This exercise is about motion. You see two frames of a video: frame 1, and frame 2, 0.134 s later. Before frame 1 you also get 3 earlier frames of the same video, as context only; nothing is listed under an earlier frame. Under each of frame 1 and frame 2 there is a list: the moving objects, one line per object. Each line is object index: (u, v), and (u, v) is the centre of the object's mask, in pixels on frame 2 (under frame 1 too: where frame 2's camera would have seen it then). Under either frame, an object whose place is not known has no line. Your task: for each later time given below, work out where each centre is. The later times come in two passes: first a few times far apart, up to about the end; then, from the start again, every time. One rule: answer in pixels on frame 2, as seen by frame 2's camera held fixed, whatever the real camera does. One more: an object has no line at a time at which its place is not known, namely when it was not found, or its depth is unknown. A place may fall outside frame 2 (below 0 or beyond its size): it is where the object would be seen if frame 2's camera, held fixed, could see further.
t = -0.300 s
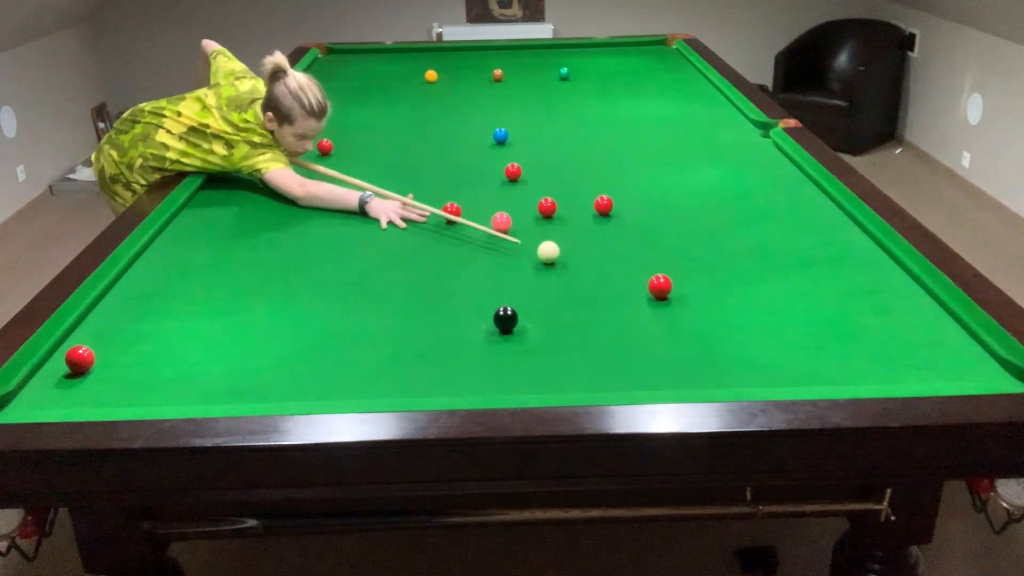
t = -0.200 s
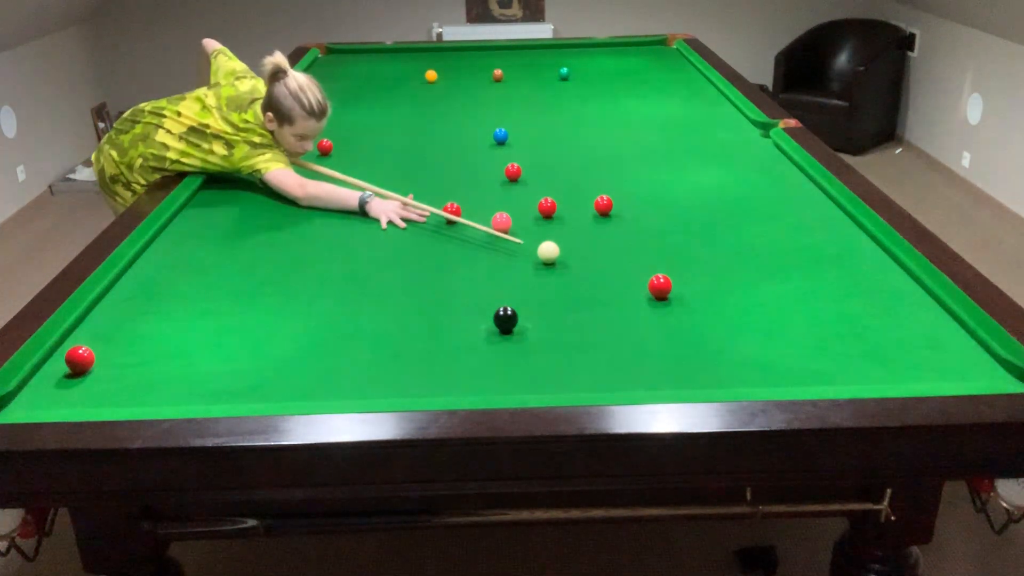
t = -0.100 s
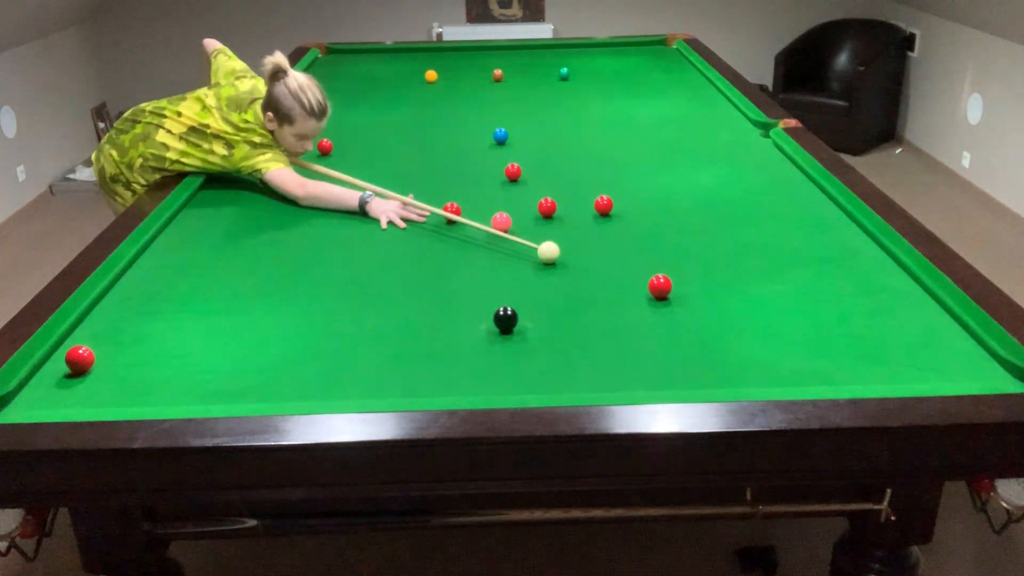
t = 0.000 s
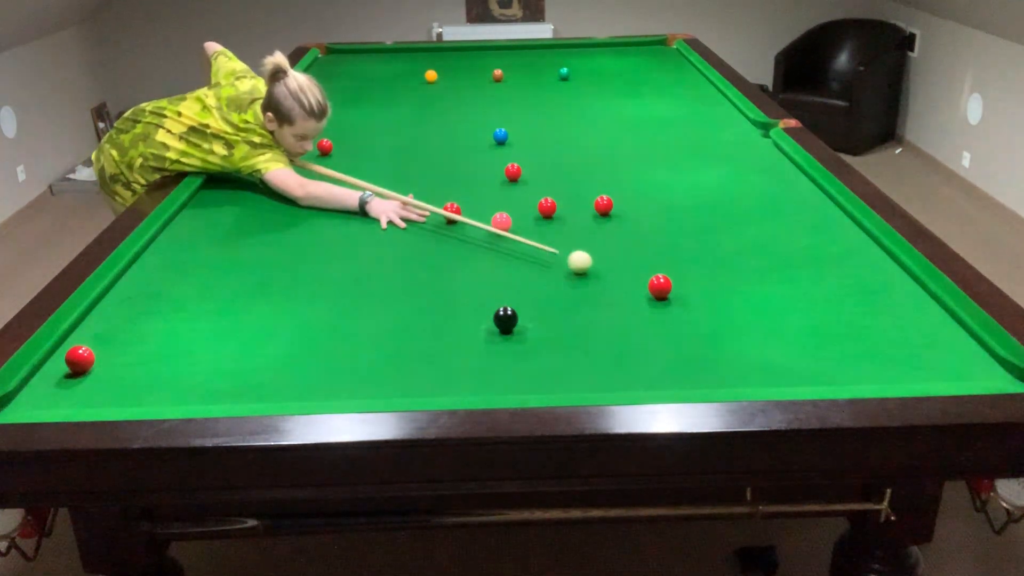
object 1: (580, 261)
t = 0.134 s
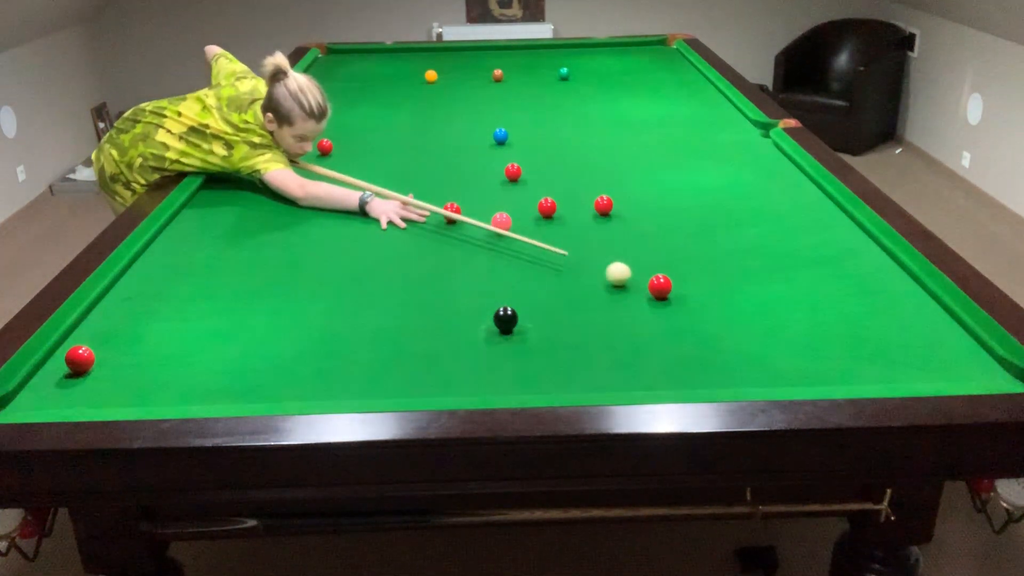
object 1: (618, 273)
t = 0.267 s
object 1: (640, 281)
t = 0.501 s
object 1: (653, 287)
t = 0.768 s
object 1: (667, 294)
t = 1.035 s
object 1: (679, 299)
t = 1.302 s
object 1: (689, 304)
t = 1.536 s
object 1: (696, 307)
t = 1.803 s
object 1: (701, 309)
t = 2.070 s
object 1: (702, 310)
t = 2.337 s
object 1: (702, 310)
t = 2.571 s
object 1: (702, 310)
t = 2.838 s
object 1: (702, 310)
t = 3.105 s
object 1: (702, 310)
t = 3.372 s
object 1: (702, 310)
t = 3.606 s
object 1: (702, 310)
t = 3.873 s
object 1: (702, 310)
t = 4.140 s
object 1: (702, 310)
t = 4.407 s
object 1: (702, 310)
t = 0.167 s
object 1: (627, 276)
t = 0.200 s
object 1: (637, 279)
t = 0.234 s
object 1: (639, 281)
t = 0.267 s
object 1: (640, 281)
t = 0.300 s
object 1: (641, 282)
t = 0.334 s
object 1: (643, 283)
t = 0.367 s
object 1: (645, 284)
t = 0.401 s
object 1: (647, 285)
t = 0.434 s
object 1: (649, 286)
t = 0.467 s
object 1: (651, 287)
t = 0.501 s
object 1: (653, 287)
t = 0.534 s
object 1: (655, 288)
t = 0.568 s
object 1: (657, 289)
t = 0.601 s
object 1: (659, 290)
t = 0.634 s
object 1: (660, 291)
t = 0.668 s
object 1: (662, 292)
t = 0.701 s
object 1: (664, 292)
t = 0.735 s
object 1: (666, 293)
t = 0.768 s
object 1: (667, 294)
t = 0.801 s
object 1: (669, 295)
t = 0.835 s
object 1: (670, 295)
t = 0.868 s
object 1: (672, 296)
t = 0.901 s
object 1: (673, 297)
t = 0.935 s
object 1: (675, 297)
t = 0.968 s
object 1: (676, 298)
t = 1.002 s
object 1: (678, 299)
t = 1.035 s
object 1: (679, 299)
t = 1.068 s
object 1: (681, 300)
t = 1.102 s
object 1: (682, 301)
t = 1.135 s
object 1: (683, 301)
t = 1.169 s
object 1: (685, 302)
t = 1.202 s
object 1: (686, 302)
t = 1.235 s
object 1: (687, 303)
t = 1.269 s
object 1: (688, 303)
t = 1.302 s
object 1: (689, 304)
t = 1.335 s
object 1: (690, 304)
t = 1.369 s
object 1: (691, 305)
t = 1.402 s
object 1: (692, 305)
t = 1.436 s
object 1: (694, 306)
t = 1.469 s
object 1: (694, 306)
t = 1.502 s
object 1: (695, 307)
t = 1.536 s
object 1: (696, 307)
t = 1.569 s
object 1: (697, 307)
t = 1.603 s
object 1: (697, 307)
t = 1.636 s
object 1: (698, 307)
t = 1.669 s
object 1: (699, 308)
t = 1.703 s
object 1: (699, 308)
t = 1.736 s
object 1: (700, 308)
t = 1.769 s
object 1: (700, 309)
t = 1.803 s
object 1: (701, 309)
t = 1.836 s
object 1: (701, 309)
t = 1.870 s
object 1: (701, 309)
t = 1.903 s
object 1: (702, 309)
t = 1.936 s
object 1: (702, 309)
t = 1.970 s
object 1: (702, 310)
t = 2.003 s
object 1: (702, 310)
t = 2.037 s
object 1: (702, 310)
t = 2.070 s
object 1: (702, 310)
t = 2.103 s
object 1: (702, 310)
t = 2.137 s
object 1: (702, 310)
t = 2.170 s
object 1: (703, 310)
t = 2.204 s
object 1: (702, 310)
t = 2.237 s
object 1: (702, 310)
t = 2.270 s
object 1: (702, 310)
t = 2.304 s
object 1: (702, 310)
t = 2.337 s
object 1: (702, 310)
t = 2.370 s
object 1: (702, 310)
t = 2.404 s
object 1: (702, 310)
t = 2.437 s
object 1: (702, 310)
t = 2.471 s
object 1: (702, 310)
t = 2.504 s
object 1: (702, 310)
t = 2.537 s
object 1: (702, 310)
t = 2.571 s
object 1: (702, 310)
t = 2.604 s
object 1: (702, 310)
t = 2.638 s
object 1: (702, 310)
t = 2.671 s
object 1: (702, 310)
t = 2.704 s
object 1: (702, 310)
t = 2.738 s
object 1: (702, 310)
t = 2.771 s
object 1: (702, 310)
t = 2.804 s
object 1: (702, 310)
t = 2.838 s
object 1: (702, 310)
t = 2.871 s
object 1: (702, 310)
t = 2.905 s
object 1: (702, 310)
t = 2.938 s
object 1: (702, 310)
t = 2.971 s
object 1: (702, 310)
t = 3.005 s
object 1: (702, 310)
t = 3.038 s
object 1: (702, 310)
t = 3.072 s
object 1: (702, 310)
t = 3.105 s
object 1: (702, 310)
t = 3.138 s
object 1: (702, 310)
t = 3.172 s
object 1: (702, 310)
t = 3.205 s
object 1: (702, 310)
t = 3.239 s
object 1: (702, 310)
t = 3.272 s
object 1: (702, 310)
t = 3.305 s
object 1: (702, 310)
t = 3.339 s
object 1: (702, 310)
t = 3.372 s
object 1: (702, 310)
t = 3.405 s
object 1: (702, 310)
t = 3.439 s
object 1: (702, 310)
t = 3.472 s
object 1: (702, 310)
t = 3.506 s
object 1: (702, 310)
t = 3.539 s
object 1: (702, 310)
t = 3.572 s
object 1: (702, 310)
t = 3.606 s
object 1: (702, 310)
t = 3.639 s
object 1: (702, 310)
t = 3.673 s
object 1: (702, 310)
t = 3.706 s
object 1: (702, 310)
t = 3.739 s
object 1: (702, 310)
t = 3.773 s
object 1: (702, 310)
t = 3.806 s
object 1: (702, 310)
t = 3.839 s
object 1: (702, 310)
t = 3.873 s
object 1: (702, 310)
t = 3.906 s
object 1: (702, 310)
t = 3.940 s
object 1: (702, 310)
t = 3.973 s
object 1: (702, 310)
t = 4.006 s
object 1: (702, 310)
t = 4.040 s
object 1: (702, 310)
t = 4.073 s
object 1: (702, 310)
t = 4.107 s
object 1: (702, 310)
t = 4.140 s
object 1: (702, 310)
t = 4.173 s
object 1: (702, 310)
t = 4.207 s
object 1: (702, 310)
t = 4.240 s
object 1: (702, 310)
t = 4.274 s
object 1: (702, 310)
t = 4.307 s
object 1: (702, 310)
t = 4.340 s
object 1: (702, 310)
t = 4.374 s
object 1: (702, 310)
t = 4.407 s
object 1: (702, 310)
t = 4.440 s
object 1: (701, 309)
